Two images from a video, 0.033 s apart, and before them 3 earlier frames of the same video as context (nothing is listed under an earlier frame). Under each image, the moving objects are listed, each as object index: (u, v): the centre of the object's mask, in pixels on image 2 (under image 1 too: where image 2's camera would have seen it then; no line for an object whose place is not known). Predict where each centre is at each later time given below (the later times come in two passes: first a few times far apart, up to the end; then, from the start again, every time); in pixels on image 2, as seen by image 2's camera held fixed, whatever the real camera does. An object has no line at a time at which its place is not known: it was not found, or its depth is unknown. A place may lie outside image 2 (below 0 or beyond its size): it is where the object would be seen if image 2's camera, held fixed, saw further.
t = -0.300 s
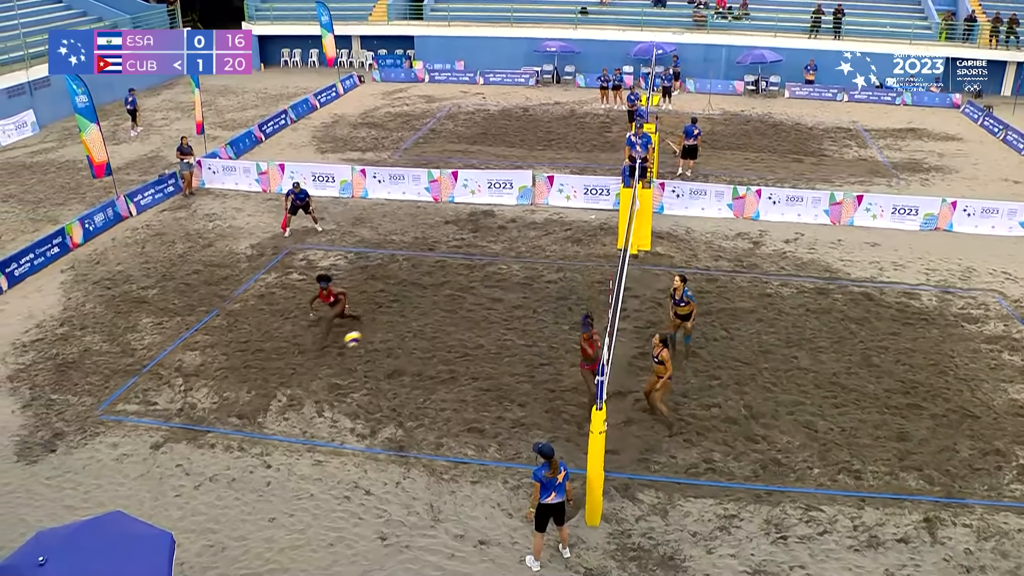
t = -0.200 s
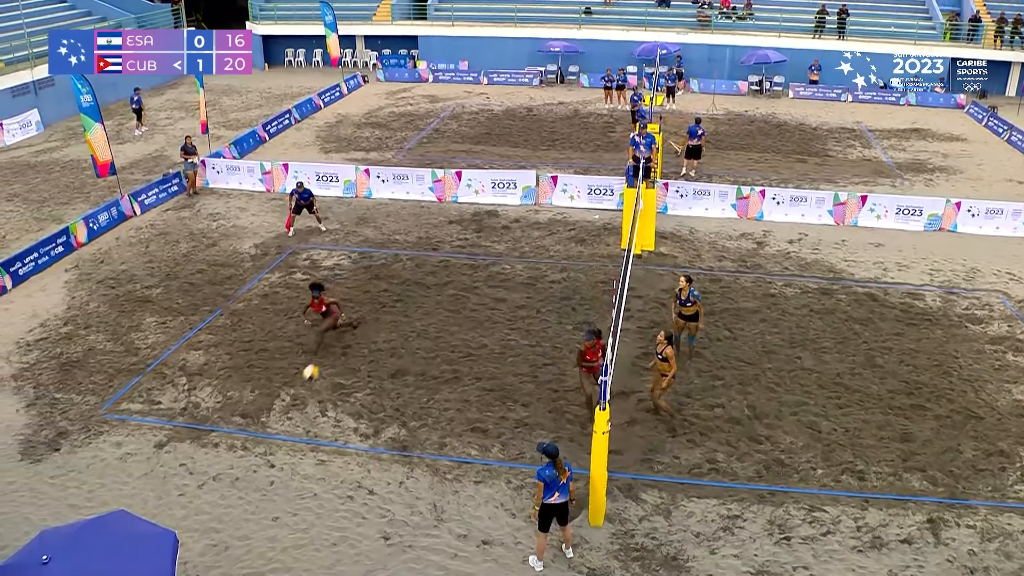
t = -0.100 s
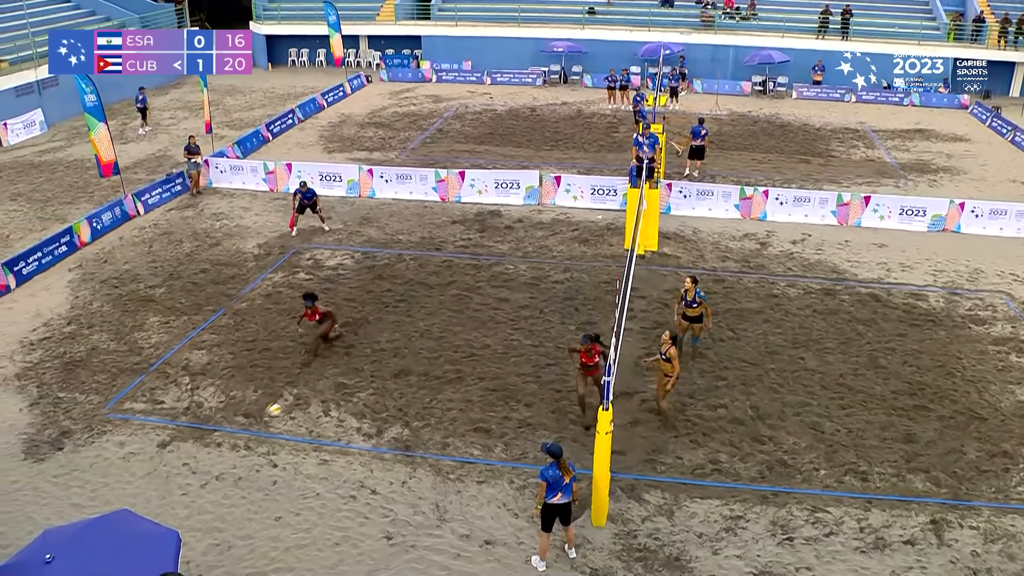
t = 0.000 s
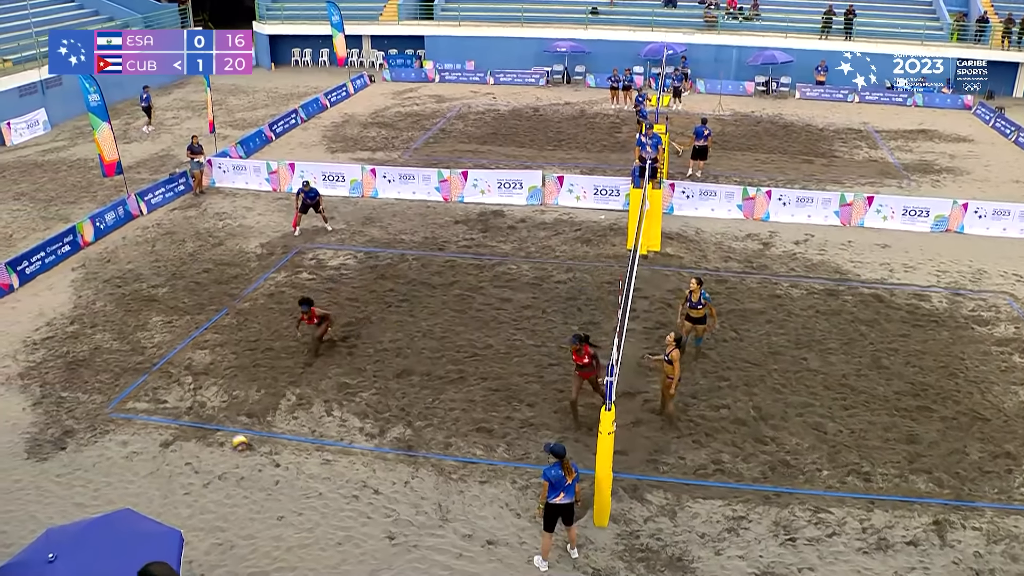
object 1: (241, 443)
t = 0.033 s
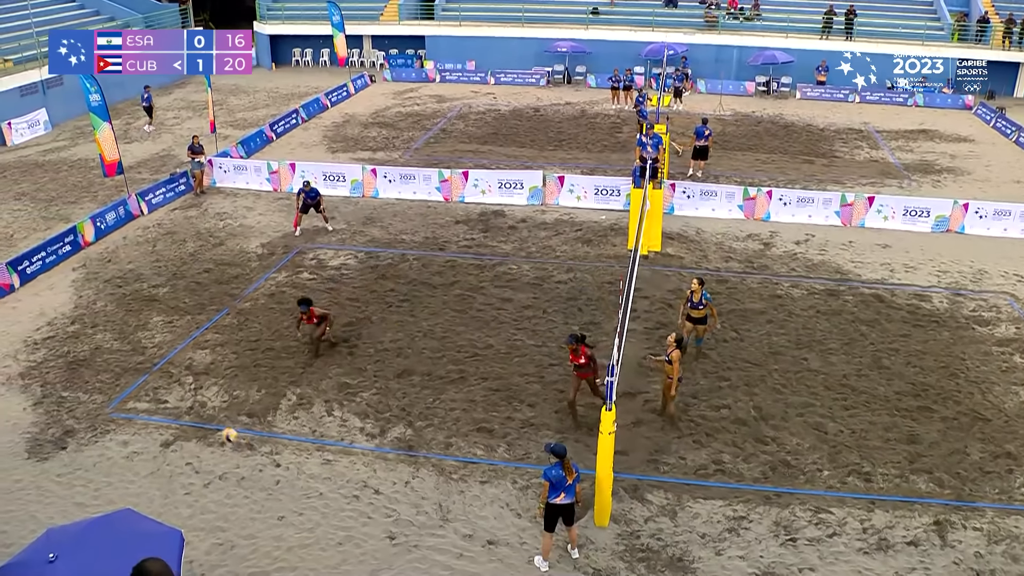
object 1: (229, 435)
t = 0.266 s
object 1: (159, 402)
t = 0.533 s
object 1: (84, 402)
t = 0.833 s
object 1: (19, 453)
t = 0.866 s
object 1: (13, 460)
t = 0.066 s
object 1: (219, 428)
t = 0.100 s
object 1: (209, 423)
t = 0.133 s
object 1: (199, 417)
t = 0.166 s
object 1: (189, 412)
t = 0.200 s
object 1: (179, 408)
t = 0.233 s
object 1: (168, 405)
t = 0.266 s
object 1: (159, 402)
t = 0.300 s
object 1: (149, 400)
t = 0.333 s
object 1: (140, 398)
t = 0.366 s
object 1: (130, 397)
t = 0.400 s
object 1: (120, 397)
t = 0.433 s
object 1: (111, 397)
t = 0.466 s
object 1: (103, 398)
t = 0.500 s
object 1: (93, 399)
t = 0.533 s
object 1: (84, 402)
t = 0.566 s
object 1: (76, 405)
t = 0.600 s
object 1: (68, 409)
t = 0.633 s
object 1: (60, 413)
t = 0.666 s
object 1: (52, 419)
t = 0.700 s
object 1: (45, 424)
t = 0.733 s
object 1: (37, 430)
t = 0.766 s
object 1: (31, 437)
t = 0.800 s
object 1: (24, 445)
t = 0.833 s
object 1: (19, 453)
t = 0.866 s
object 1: (13, 460)
